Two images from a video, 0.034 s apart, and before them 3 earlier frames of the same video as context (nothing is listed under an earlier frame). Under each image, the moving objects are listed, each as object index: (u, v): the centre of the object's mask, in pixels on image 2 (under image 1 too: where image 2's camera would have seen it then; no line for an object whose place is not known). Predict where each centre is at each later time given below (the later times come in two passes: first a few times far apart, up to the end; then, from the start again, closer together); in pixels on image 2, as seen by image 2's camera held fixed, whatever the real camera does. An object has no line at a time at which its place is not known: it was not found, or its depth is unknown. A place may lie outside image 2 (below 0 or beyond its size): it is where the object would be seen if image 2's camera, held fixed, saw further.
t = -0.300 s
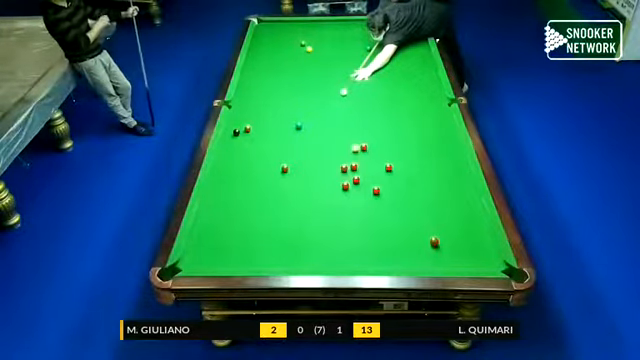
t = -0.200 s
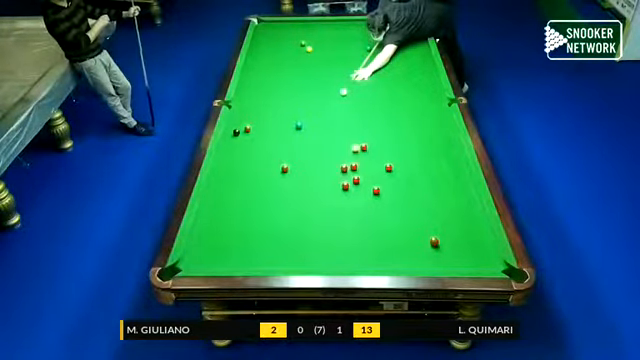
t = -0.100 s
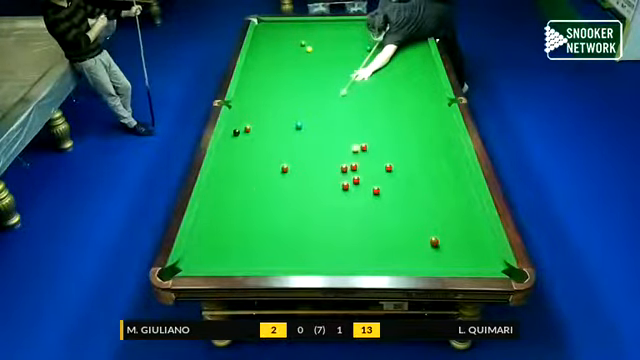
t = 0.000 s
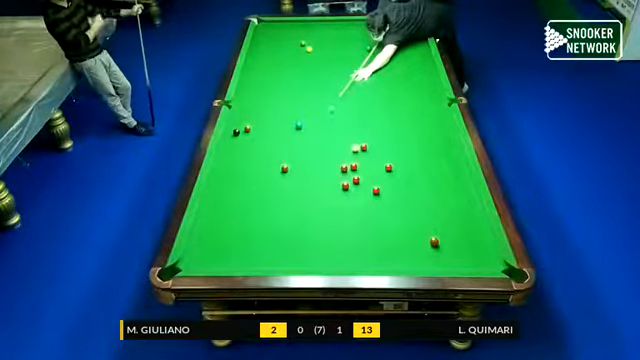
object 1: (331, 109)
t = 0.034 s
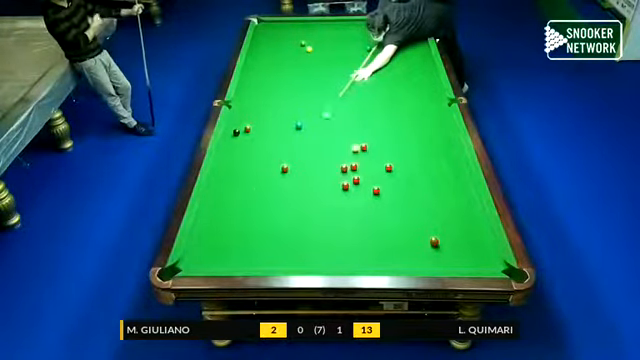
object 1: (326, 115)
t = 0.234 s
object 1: (289, 162)
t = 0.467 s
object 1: (296, 175)
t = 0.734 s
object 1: (294, 199)
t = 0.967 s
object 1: (291, 222)
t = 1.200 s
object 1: (287, 248)
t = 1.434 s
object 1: (285, 258)
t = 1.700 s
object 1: (287, 237)
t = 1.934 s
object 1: (288, 221)
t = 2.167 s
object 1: (289, 207)
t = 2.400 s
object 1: (290, 194)
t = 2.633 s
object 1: (291, 183)
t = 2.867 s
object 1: (291, 173)
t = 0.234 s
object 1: (289, 162)
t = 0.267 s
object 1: (290, 165)
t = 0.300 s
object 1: (291, 166)
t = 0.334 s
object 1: (293, 167)
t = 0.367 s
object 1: (294, 169)
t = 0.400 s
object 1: (295, 170)
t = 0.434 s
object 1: (295, 172)
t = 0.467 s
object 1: (296, 175)
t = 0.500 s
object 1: (296, 177)
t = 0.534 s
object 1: (296, 180)
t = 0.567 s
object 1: (296, 183)
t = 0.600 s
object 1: (296, 186)
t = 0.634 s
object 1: (295, 189)
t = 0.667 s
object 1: (295, 192)
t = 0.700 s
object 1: (295, 195)
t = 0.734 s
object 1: (294, 199)
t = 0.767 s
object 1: (293, 202)
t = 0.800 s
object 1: (292, 205)
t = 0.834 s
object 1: (293, 208)
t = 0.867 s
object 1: (292, 212)
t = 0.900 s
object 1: (292, 215)
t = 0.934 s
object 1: (291, 218)
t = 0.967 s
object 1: (291, 222)
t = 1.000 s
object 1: (290, 226)
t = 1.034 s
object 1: (290, 229)
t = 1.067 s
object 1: (289, 233)
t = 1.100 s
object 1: (289, 236)
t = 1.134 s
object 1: (289, 240)
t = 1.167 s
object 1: (288, 244)
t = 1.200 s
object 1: (287, 248)
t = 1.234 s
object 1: (287, 252)
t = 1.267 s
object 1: (286, 256)
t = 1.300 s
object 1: (285, 260)
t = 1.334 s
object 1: (286, 262)
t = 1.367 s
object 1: (286, 263)
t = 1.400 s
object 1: (285, 261)
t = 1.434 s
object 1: (285, 258)
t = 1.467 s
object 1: (286, 255)
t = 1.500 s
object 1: (286, 252)
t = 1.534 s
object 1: (286, 250)
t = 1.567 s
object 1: (286, 247)
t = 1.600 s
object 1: (286, 245)
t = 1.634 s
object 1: (286, 242)
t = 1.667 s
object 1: (287, 240)
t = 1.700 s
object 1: (287, 237)
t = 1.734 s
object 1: (287, 235)
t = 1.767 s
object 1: (287, 232)
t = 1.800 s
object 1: (287, 230)
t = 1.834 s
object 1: (287, 228)
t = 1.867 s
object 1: (288, 226)
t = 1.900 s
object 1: (288, 224)
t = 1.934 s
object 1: (288, 221)
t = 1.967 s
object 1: (288, 219)
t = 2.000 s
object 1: (288, 217)
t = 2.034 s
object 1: (289, 215)
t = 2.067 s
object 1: (289, 213)
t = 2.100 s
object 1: (289, 211)
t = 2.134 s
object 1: (289, 209)
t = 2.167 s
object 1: (289, 207)
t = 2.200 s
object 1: (289, 205)
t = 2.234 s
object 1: (289, 204)
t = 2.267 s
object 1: (289, 202)
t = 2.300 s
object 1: (290, 200)
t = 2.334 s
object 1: (290, 198)
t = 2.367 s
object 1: (290, 197)
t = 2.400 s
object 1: (290, 194)
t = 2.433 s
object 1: (290, 193)
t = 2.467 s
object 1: (290, 191)
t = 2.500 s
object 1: (290, 190)
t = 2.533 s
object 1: (290, 188)
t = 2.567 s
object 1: (290, 187)
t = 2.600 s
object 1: (291, 185)
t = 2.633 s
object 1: (291, 183)
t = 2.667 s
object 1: (291, 182)
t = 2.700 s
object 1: (291, 181)
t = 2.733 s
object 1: (291, 179)
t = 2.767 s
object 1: (291, 178)
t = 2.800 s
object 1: (291, 176)
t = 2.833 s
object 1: (291, 175)
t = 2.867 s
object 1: (291, 173)
